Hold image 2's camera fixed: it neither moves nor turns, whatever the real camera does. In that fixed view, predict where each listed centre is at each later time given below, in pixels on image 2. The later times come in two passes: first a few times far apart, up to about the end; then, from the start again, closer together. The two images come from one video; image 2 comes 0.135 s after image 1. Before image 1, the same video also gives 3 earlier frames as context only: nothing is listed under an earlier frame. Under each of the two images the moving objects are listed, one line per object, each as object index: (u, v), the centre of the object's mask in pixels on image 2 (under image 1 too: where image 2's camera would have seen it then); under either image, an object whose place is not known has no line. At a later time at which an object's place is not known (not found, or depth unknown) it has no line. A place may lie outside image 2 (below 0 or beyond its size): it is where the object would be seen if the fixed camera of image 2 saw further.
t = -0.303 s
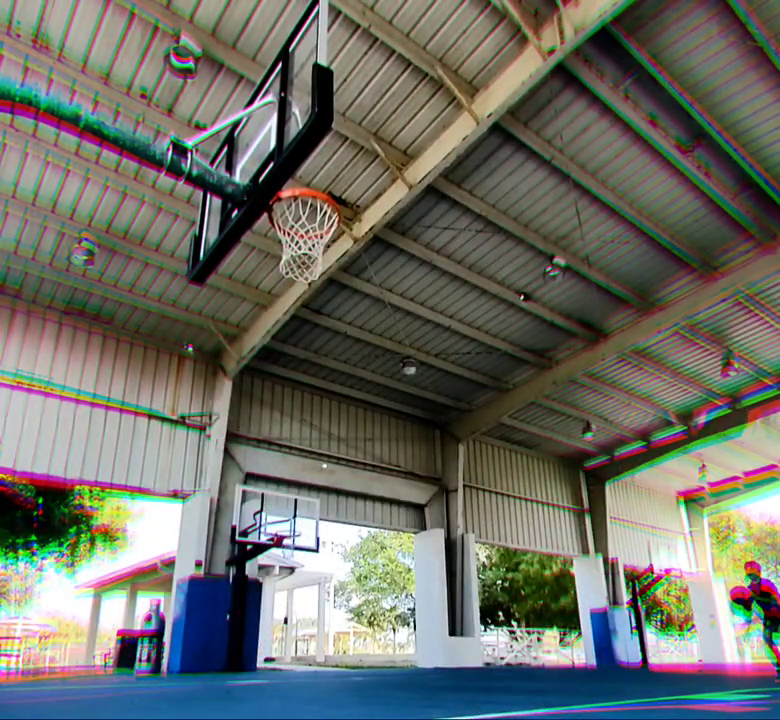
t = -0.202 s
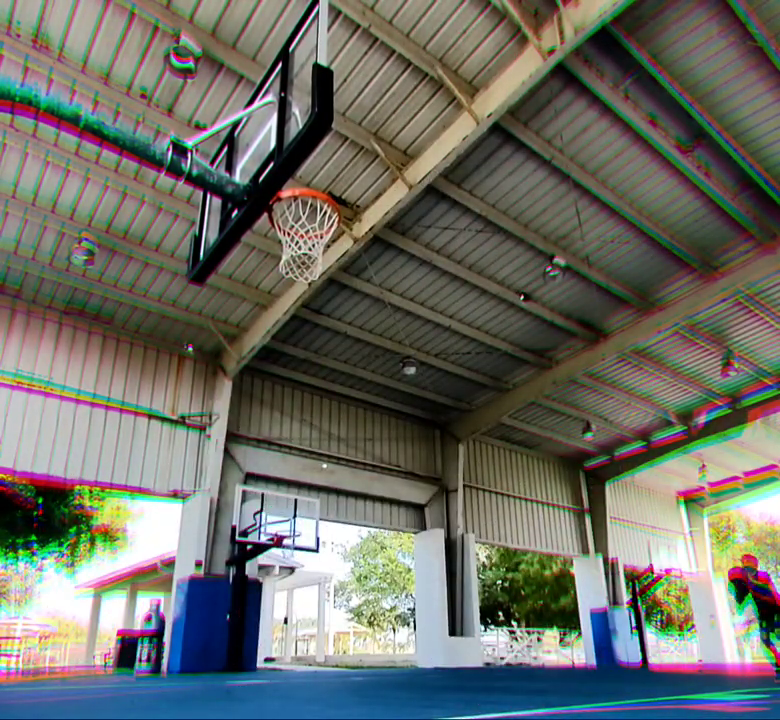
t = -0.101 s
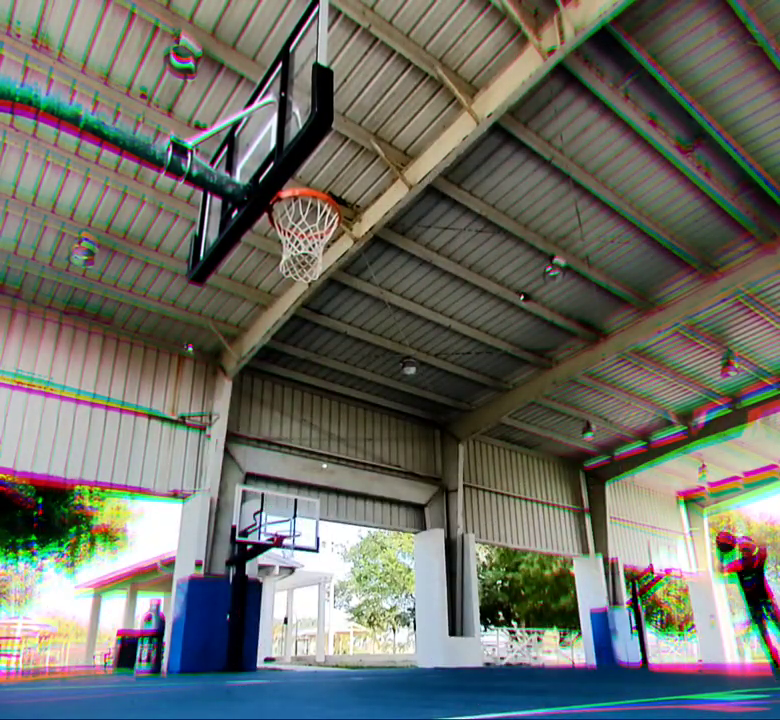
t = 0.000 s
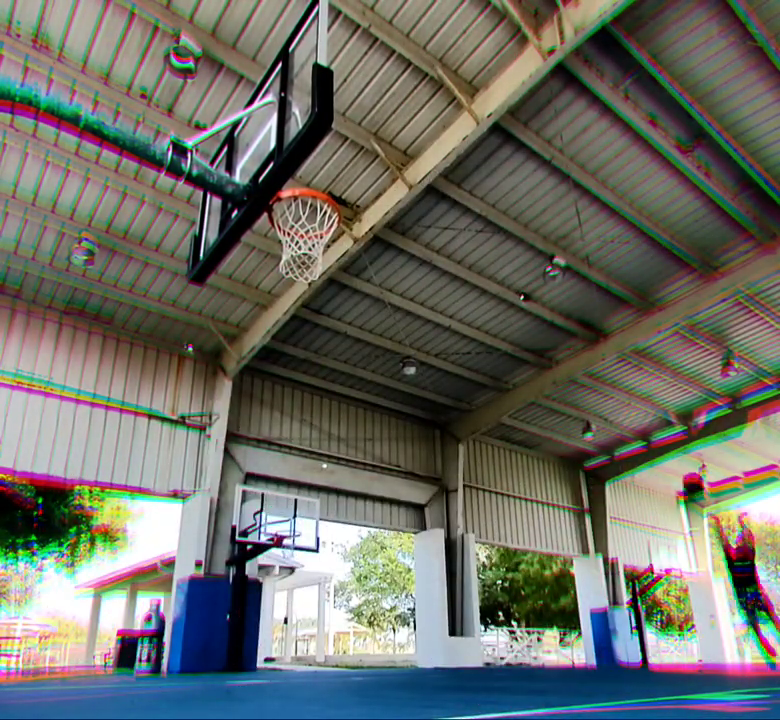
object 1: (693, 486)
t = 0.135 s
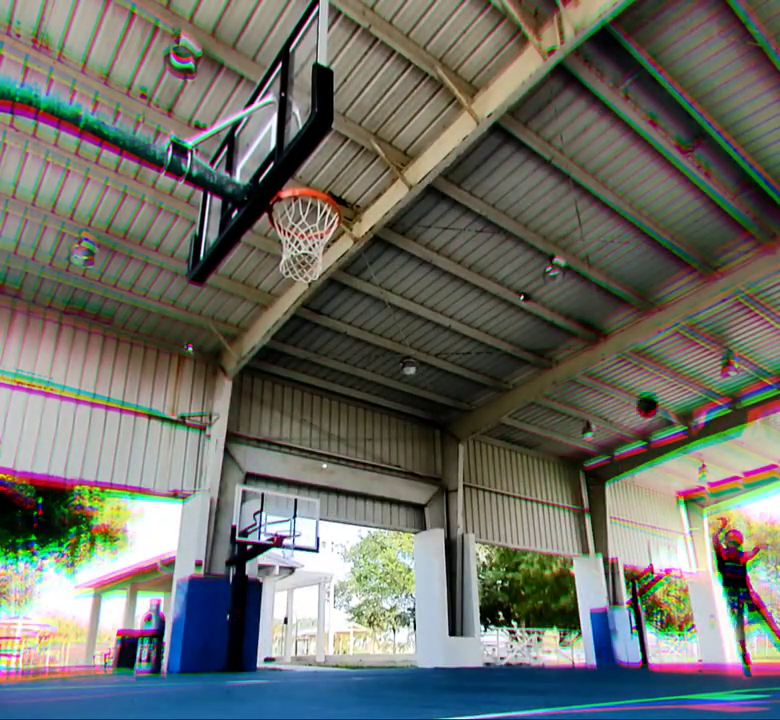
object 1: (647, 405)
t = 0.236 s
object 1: (613, 359)
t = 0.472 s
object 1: (529, 272)
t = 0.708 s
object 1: (430, 219)
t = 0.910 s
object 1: (311, 209)
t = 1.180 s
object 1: (346, 248)
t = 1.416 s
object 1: (350, 274)
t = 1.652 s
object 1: (353, 372)
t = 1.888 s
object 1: (355, 561)
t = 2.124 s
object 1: (343, 555)
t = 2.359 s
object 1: (321, 449)
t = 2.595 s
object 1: (298, 427)
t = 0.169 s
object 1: (636, 389)
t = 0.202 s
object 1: (624, 373)
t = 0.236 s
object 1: (613, 359)
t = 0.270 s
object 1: (602, 344)
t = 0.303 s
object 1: (589, 331)
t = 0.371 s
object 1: (566, 306)
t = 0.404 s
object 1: (554, 294)
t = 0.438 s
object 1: (541, 283)
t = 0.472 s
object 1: (529, 272)
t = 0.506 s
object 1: (516, 263)
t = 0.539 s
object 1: (503, 254)
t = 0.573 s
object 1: (489, 245)
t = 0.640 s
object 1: (460, 231)
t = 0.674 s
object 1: (446, 225)
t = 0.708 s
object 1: (430, 219)
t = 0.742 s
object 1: (415, 216)
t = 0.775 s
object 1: (397, 212)
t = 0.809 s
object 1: (379, 208)
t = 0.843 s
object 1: (359, 207)
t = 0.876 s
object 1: (344, 204)
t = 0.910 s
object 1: (311, 209)
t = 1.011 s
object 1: (314, 235)
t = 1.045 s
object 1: (329, 246)
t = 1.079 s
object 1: (337, 249)
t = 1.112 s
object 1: (340, 252)
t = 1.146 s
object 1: (344, 249)
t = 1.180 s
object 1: (346, 248)
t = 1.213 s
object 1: (347, 247)
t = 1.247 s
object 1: (347, 249)
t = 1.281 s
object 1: (348, 251)
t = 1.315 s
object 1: (348, 255)
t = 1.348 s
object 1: (349, 260)
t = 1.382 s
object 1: (349, 267)
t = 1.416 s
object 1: (350, 274)
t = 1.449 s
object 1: (351, 285)
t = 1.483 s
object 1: (351, 296)
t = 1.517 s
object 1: (351, 308)
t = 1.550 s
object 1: (352, 322)
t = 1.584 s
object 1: (352, 337)
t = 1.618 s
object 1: (353, 354)
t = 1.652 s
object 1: (353, 372)
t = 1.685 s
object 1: (353, 392)
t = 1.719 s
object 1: (353, 415)
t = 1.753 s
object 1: (354, 440)
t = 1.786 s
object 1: (355, 466)
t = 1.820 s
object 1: (355, 495)
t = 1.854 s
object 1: (355, 526)
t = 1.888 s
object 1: (355, 561)
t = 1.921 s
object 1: (355, 598)
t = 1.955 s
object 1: (355, 639)
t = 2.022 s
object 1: (352, 635)
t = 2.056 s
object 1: (349, 605)
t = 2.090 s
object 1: (346, 579)
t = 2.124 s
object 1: (343, 555)
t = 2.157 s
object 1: (339, 534)
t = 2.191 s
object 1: (337, 514)
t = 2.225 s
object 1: (333, 498)
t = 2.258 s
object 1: (330, 483)
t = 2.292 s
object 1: (327, 470)
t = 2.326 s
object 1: (324, 458)
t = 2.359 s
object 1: (321, 449)
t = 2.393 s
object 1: (318, 441)
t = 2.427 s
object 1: (315, 435)
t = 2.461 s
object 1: (312, 430)
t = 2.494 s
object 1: (308, 427)
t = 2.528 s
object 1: (304, 426)
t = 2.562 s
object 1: (301, 425)
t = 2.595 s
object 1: (298, 427)
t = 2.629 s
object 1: (295, 430)
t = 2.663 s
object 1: (291, 434)
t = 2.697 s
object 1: (287, 441)
